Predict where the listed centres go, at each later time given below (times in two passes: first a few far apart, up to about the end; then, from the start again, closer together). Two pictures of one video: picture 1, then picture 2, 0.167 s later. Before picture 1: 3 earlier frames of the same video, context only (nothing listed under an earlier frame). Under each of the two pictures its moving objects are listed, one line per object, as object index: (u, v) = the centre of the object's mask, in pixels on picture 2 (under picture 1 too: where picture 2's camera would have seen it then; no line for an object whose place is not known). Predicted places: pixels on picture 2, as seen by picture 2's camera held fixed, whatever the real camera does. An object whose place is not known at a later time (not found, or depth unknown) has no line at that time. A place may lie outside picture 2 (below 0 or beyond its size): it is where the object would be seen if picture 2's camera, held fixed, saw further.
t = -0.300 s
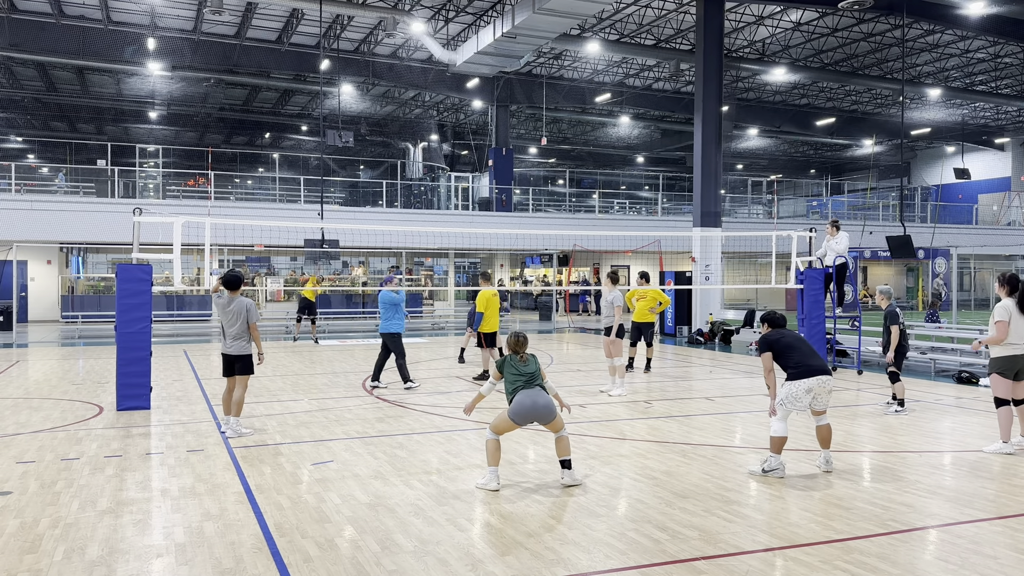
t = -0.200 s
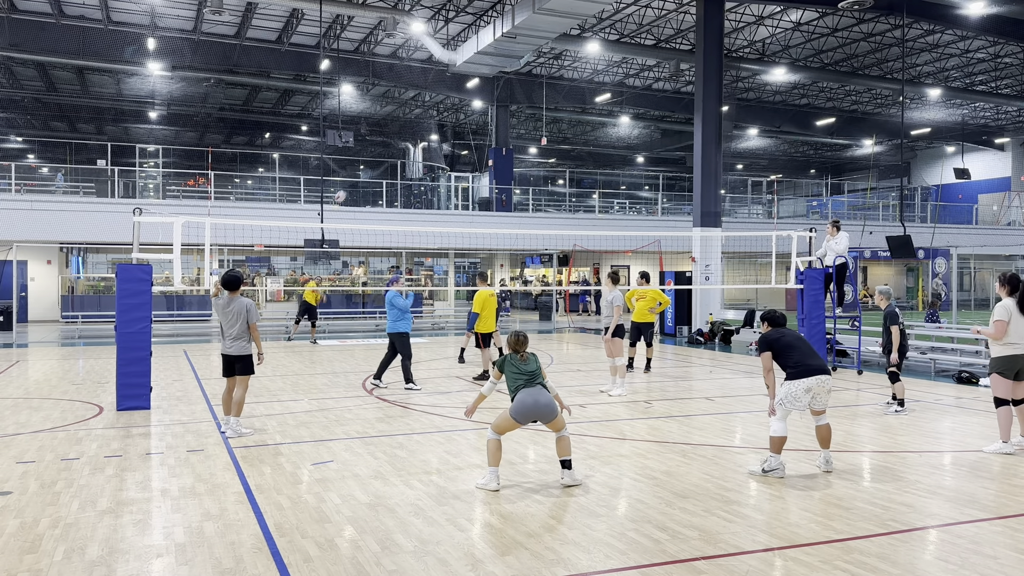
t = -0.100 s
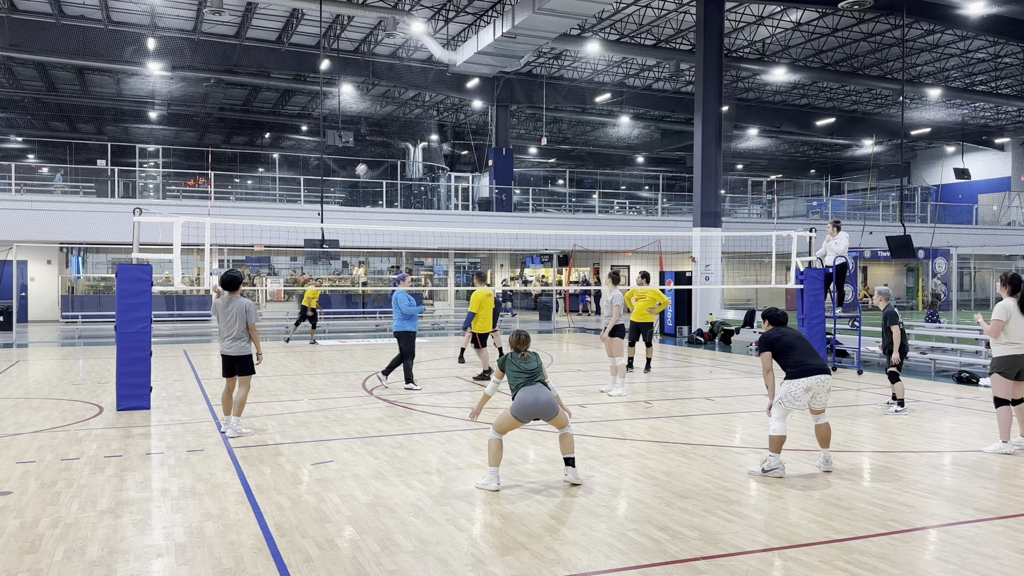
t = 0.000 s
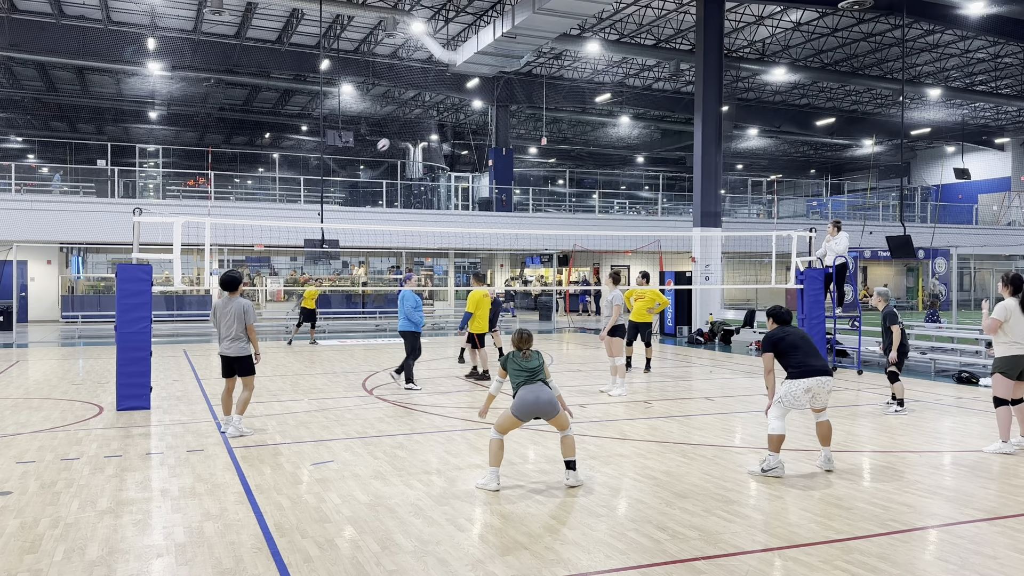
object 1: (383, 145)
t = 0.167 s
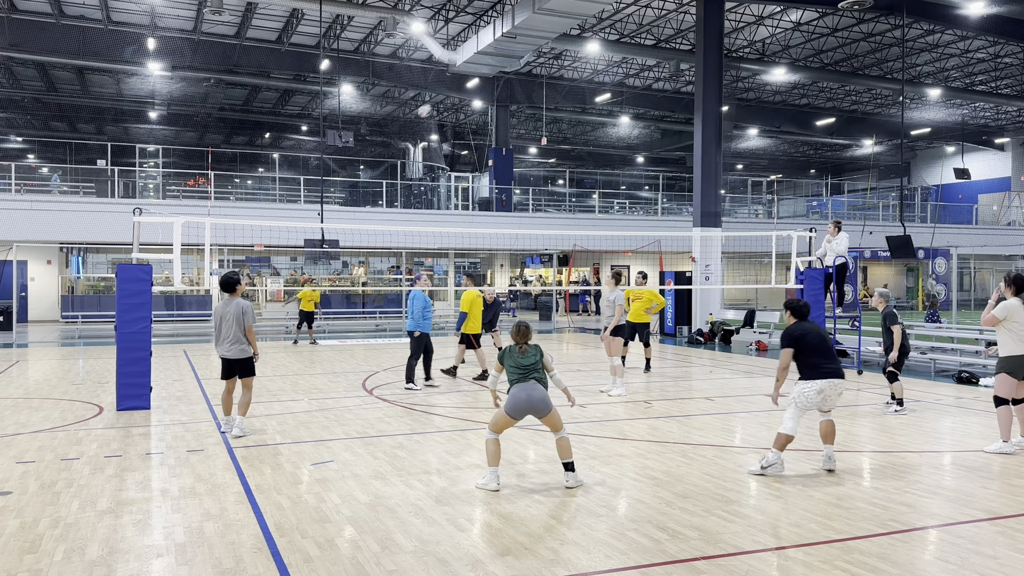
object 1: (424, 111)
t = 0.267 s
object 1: (453, 96)
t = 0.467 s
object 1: (515, 78)
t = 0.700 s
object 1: (598, 87)
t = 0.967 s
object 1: (718, 149)
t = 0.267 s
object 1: (453, 96)
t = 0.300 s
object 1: (463, 91)
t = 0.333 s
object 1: (473, 86)
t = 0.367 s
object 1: (483, 84)
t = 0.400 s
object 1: (494, 81)
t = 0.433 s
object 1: (503, 78)
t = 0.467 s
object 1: (515, 78)
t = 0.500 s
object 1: (526, 77)
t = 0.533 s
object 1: (537, 77)
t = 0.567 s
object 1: (548, 77)
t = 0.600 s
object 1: (561, 79)
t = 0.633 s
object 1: (572, 81)
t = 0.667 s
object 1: (585, 83)
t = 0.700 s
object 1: (598, 87)
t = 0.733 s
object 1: (612, 91)
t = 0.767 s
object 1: (625, 96)
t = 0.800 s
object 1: (640, 102)
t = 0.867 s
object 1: (670, 117)
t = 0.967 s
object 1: (718, 149)
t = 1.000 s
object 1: (735, 161)
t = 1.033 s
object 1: (752, 176)
